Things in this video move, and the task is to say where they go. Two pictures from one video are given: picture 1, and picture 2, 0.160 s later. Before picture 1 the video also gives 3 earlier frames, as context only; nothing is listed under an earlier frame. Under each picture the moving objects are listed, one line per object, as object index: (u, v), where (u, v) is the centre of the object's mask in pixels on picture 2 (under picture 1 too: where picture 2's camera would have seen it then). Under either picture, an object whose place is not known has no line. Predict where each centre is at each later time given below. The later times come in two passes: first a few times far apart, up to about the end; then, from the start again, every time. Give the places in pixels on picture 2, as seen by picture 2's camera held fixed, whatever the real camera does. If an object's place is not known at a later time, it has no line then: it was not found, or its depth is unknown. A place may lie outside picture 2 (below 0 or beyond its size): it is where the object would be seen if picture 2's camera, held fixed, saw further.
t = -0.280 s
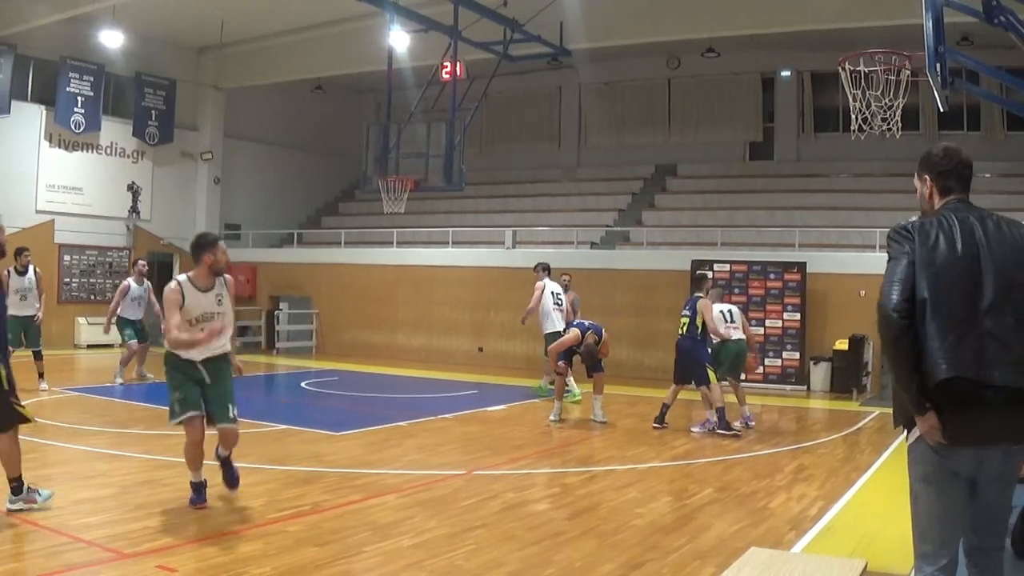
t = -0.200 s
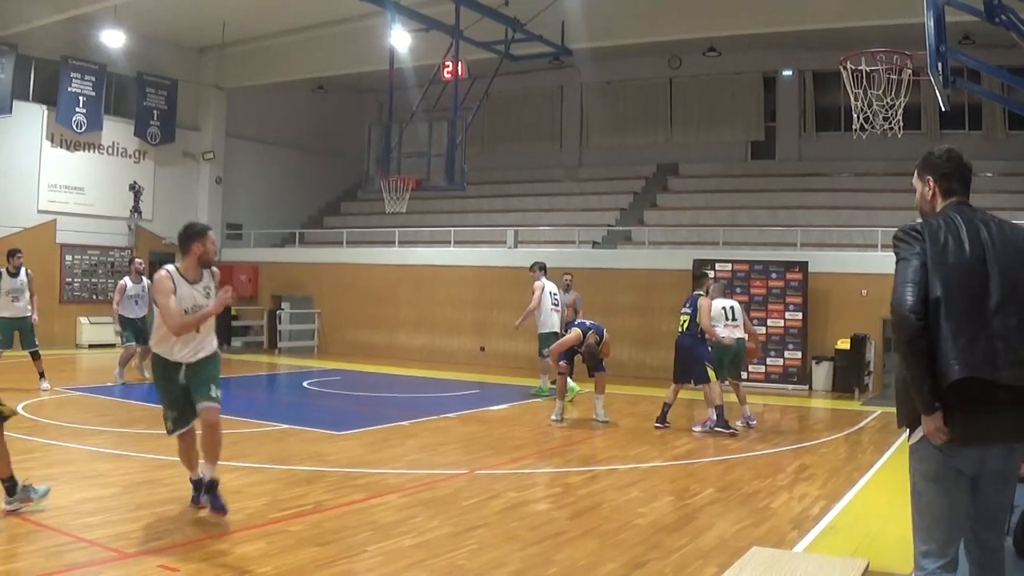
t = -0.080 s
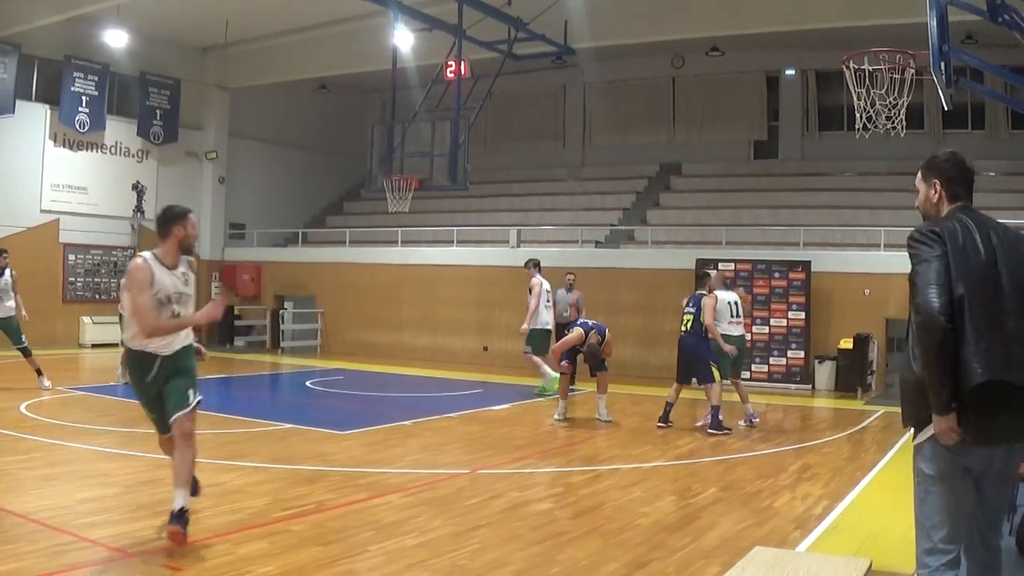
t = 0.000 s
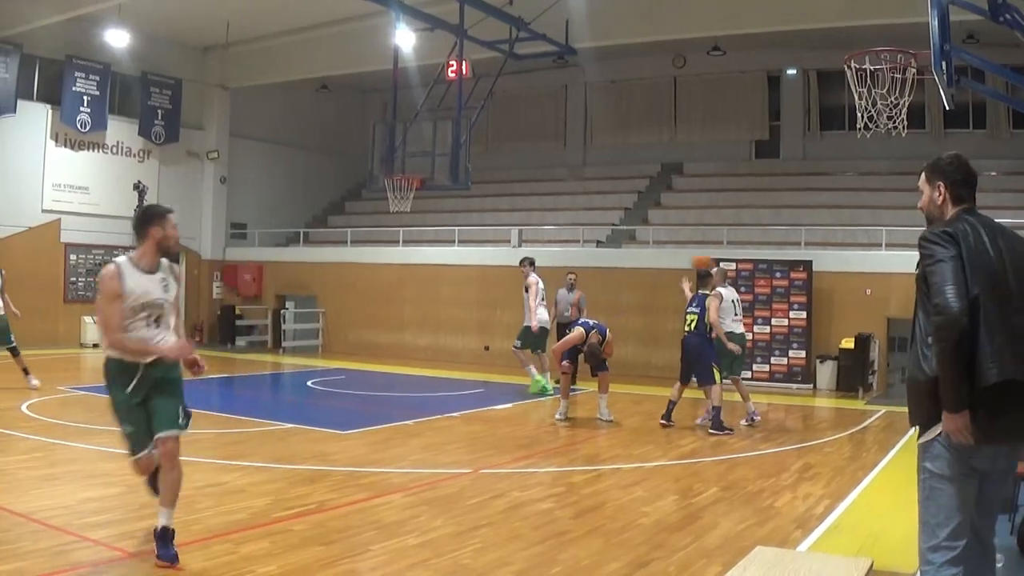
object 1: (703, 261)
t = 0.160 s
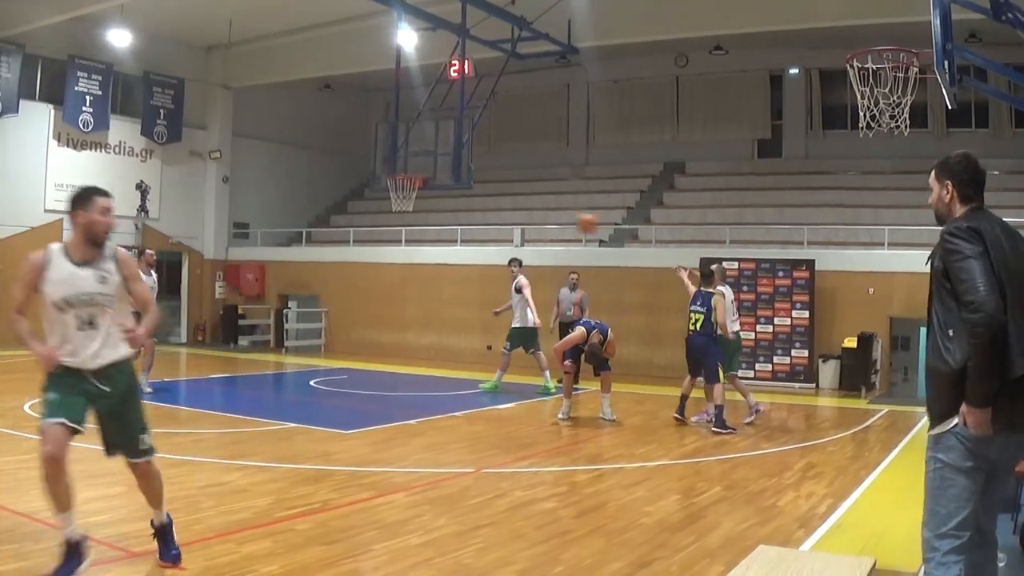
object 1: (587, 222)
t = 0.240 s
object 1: (527, 211)
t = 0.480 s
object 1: (340, 207)
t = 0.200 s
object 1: (557, 214)
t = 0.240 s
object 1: (527, 211)
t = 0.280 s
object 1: (496, 207)
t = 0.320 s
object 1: (464, 204)
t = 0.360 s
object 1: (433, 203)
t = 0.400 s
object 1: (401, 204)
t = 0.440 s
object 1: (371, 205)
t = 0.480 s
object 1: (340, 207)
